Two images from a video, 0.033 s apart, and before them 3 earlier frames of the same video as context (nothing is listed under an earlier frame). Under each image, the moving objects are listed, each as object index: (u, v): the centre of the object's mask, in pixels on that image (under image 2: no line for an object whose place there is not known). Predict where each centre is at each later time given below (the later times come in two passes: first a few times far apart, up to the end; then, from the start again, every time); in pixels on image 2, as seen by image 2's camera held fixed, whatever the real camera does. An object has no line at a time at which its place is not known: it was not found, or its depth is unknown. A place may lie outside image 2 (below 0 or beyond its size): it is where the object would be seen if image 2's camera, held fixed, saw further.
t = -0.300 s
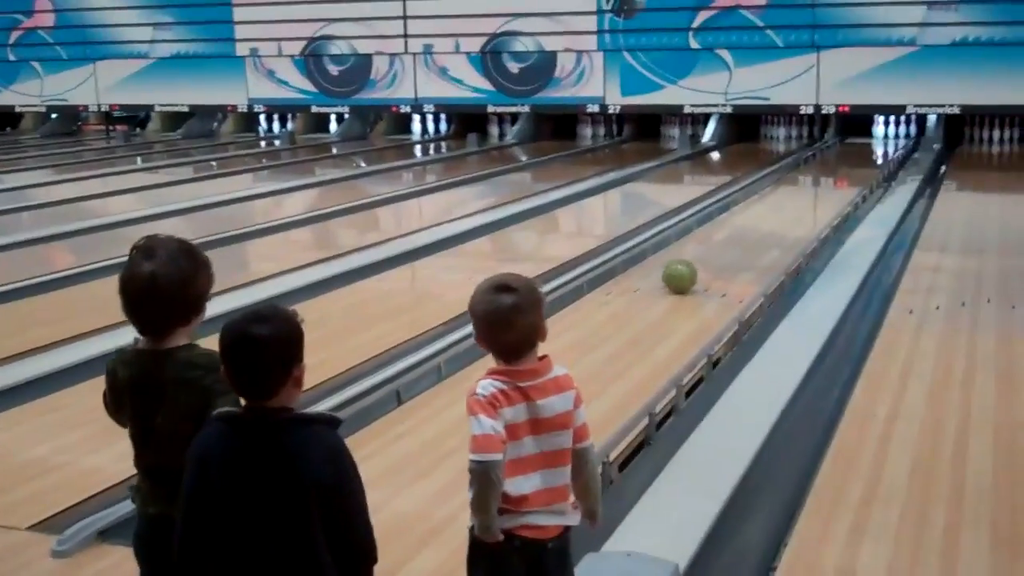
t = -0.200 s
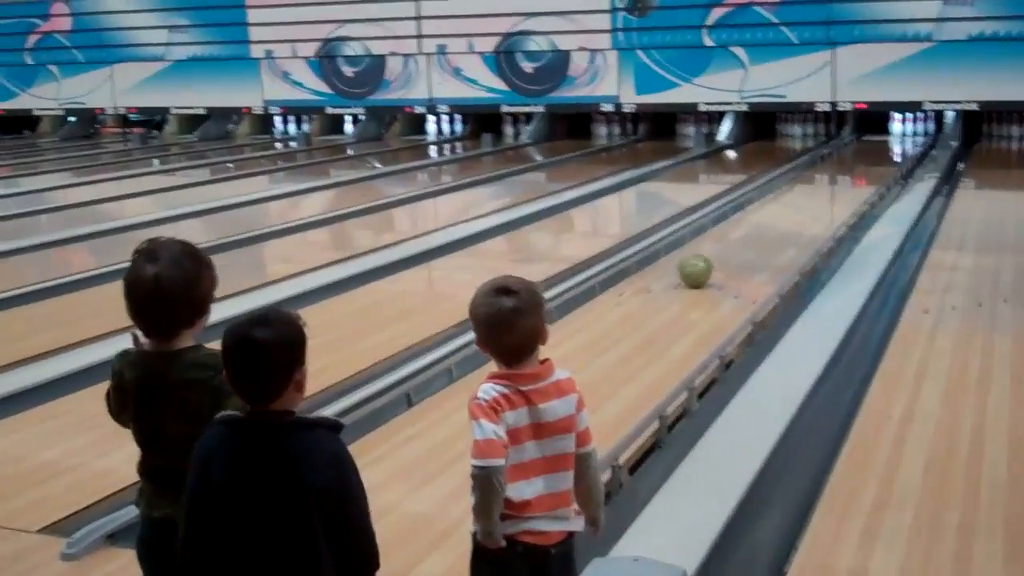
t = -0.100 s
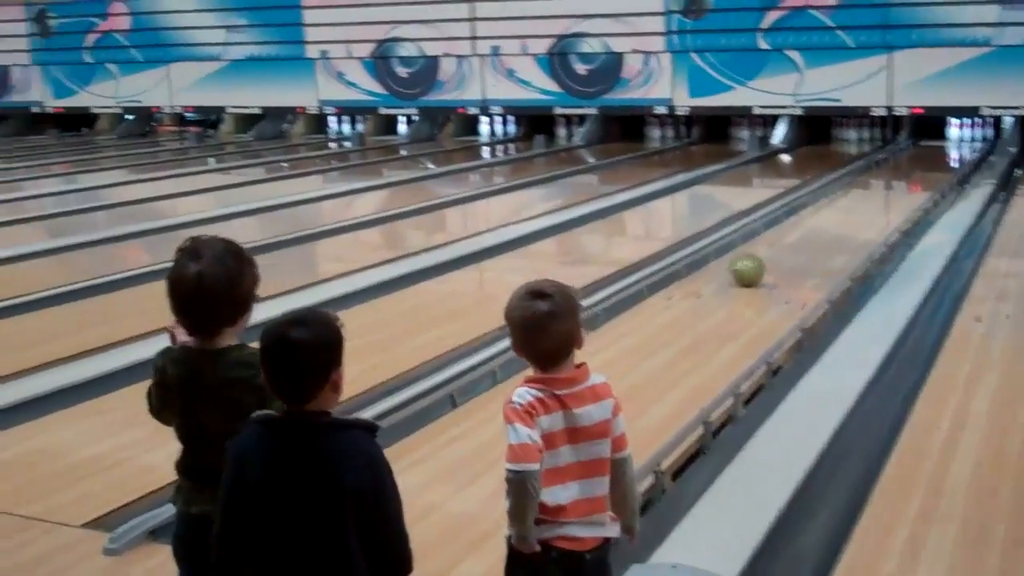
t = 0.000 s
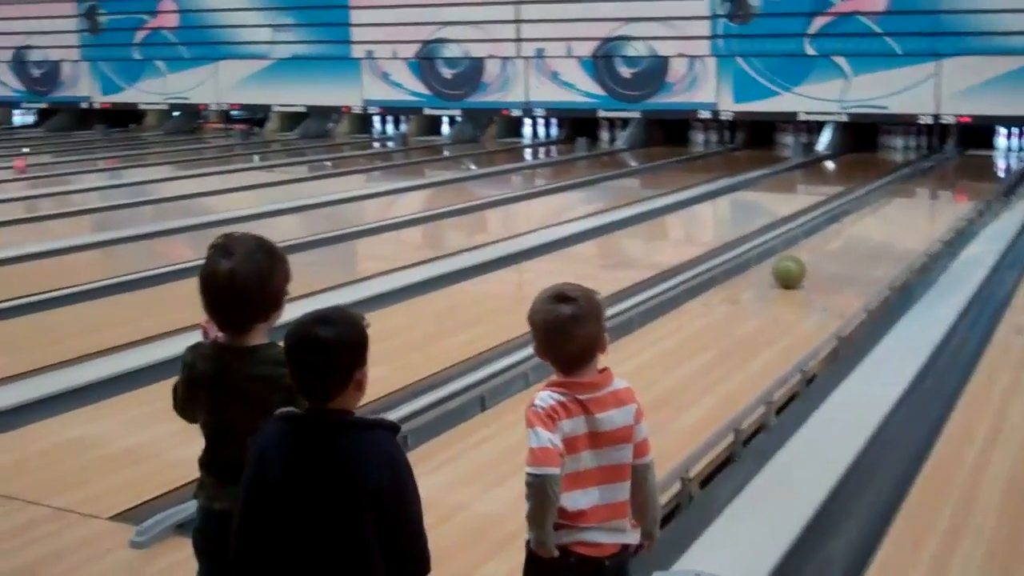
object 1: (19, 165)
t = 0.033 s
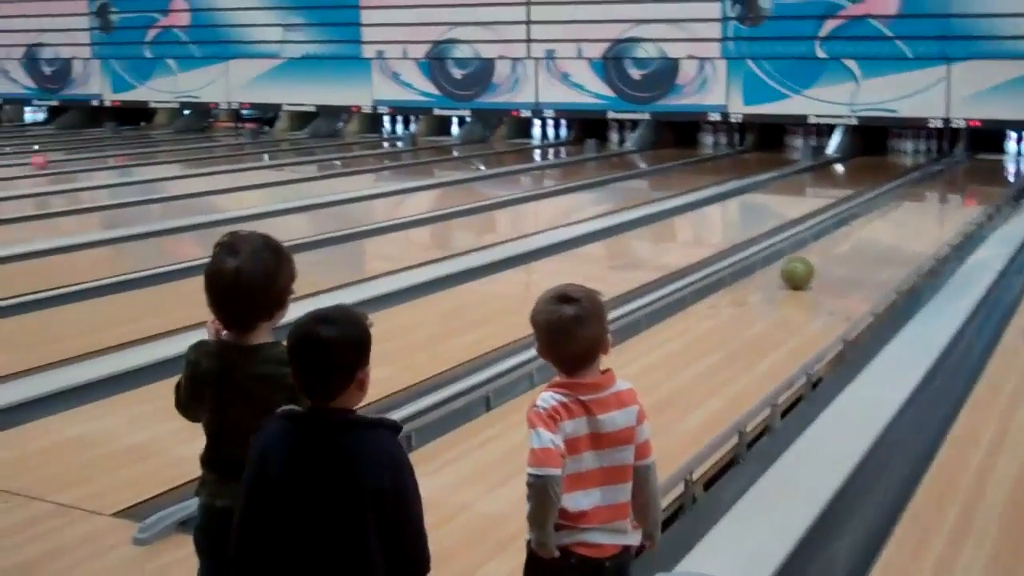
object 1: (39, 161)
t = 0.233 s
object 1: (89, 157)
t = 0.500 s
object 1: (150, 151)
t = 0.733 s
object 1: (197, 147)
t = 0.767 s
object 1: (204, 147)
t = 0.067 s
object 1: (46, 161)
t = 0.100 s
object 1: (55, 161)
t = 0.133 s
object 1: (64, 160)
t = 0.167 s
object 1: (73, 159)
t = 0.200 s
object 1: (81, 158)
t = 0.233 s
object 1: (89, 157)
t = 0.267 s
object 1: (97, 156)
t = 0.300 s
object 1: (106, 156)
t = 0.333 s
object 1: (113, 154)
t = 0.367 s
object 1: (121, 154)
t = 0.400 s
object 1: (128, 153)
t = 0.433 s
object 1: (135, 152)
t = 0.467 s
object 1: (143, 152)
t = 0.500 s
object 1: (150, 151)
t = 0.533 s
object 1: (157, 150)
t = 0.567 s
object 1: (164, 150)
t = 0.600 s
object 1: (170, 150)
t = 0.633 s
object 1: (177, 149)
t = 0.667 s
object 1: (183, 149)
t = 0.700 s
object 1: (191, 148)
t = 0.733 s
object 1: (197, 147)
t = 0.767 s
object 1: (204, 147)
